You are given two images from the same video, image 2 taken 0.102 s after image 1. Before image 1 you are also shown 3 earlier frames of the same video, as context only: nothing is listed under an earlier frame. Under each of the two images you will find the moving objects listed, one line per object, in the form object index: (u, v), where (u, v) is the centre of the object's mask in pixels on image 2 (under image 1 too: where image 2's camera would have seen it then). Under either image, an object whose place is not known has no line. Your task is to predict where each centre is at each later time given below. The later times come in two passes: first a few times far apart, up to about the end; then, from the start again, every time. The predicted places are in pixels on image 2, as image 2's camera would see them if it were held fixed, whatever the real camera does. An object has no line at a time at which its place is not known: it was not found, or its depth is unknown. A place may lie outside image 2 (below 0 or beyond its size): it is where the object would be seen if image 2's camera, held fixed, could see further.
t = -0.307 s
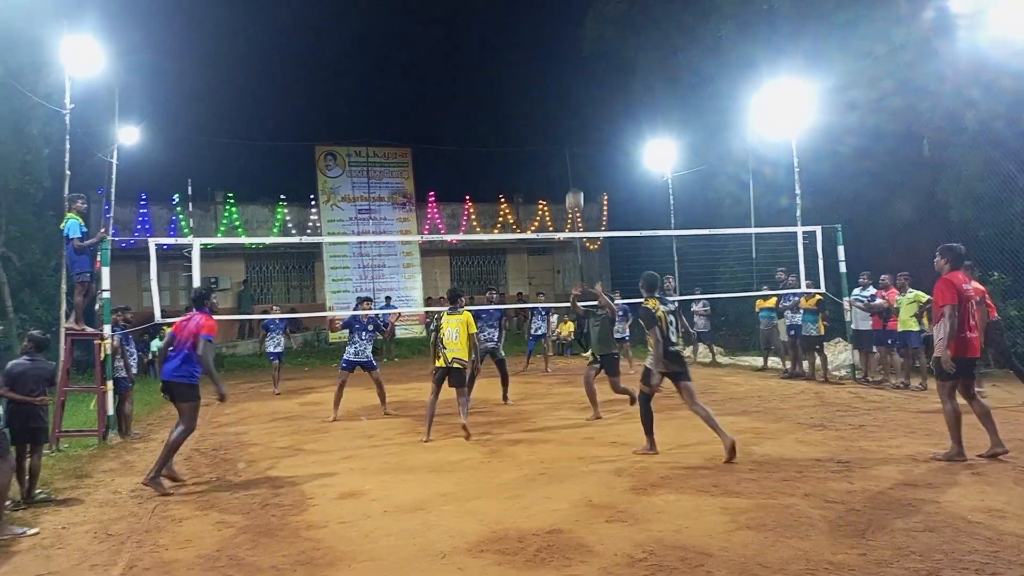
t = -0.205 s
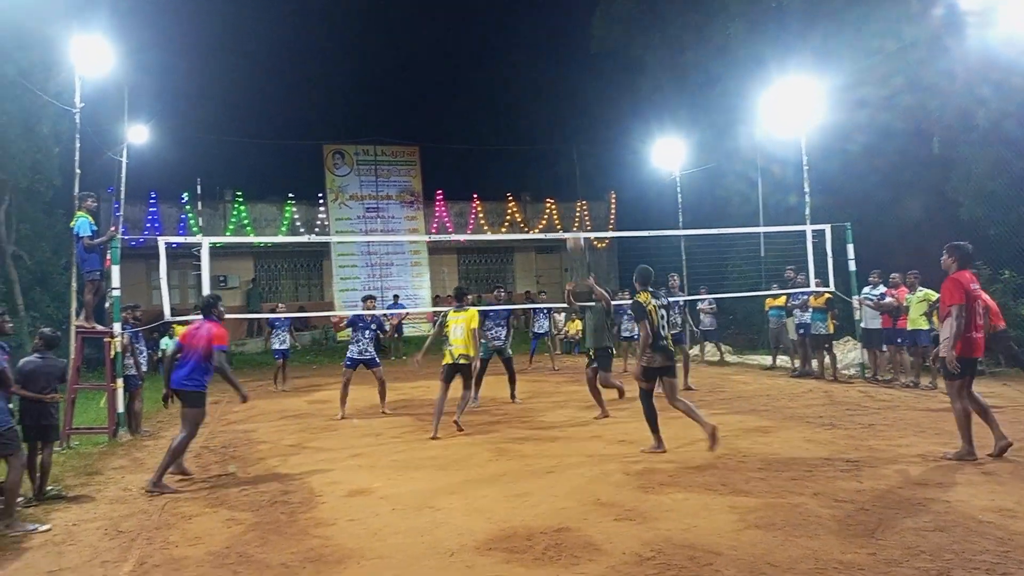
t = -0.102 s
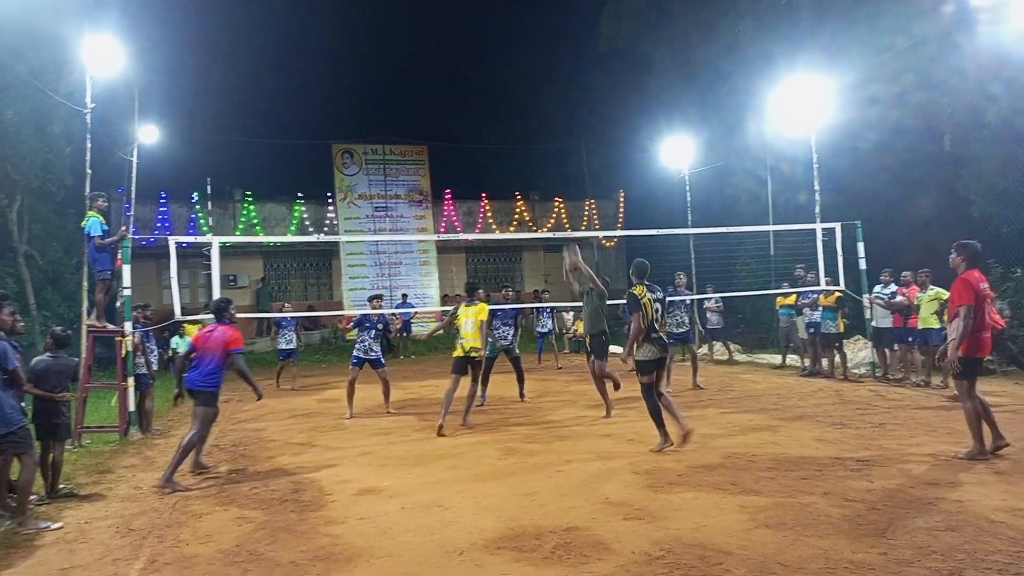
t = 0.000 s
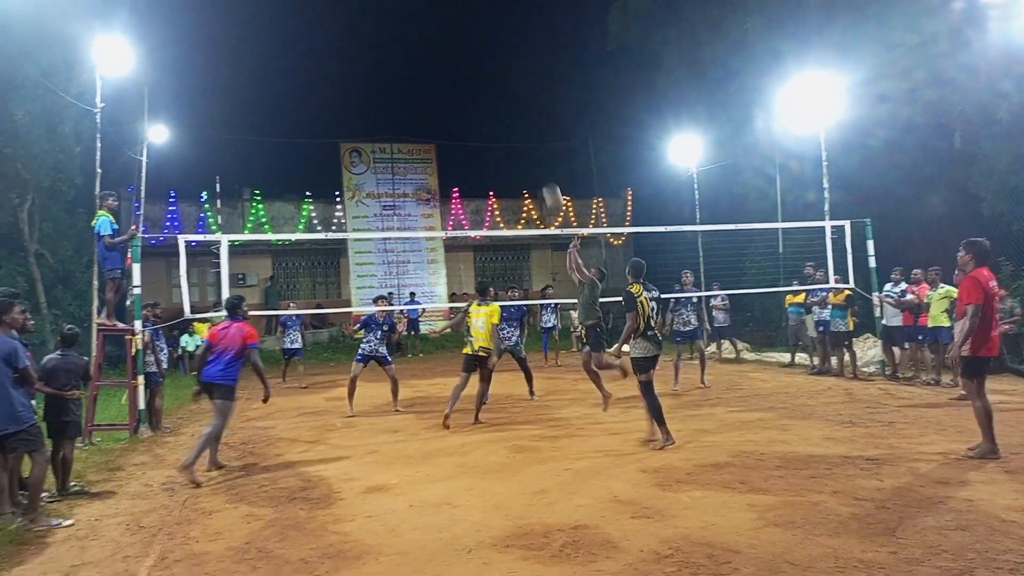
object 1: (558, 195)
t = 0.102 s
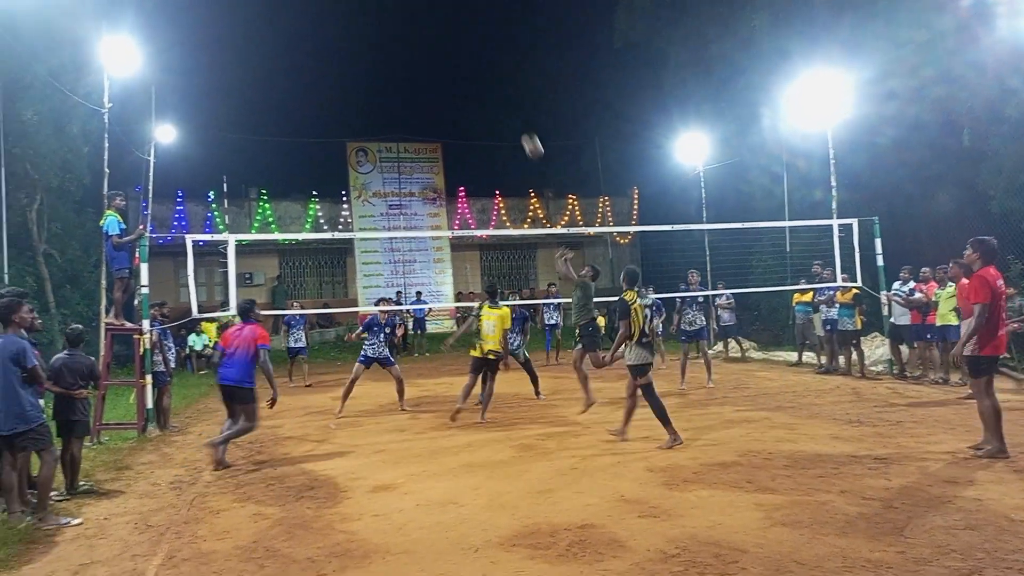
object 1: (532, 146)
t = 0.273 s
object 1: (488, 79)
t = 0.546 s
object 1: (421, 17)
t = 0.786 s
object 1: (364, 11)
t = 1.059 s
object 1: (303, 56)
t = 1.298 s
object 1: (252, 147)
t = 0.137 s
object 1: (523, 130)
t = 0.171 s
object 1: (514, 116)
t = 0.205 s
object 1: (505, 103)
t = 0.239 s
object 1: (497, 91)
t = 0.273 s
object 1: (488, 79)
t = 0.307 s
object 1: (479, 69)
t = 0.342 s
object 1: (471, 59)
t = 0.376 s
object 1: (462, 50)
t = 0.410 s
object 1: (454, 42)
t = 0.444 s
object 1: (446, 35)
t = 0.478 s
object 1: (437, 28)
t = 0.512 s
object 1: (429, 22)
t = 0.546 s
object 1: (421, 17)
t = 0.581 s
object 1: (413, 13)
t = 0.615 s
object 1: (405, 11)
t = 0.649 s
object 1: (397, 10)
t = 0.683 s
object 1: (388, 9)
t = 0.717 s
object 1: (380, 9)
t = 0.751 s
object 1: (372, 10)
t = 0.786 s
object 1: (364, 11)
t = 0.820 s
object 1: (356, 13)
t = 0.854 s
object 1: (350, 16)
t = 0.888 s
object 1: (341, 20)
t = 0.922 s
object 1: (334, 25)
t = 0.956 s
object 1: (326, 32)
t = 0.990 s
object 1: (318, 39)
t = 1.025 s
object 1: (310, 47)
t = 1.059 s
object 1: (303, 56)
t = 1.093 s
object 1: (296, 66)
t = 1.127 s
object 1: (288, 78)
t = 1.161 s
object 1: (281, 90)
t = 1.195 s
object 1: (273, 103)
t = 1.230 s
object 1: (266, 117)
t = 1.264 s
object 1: (259, 131)
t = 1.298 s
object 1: (252, 147)
